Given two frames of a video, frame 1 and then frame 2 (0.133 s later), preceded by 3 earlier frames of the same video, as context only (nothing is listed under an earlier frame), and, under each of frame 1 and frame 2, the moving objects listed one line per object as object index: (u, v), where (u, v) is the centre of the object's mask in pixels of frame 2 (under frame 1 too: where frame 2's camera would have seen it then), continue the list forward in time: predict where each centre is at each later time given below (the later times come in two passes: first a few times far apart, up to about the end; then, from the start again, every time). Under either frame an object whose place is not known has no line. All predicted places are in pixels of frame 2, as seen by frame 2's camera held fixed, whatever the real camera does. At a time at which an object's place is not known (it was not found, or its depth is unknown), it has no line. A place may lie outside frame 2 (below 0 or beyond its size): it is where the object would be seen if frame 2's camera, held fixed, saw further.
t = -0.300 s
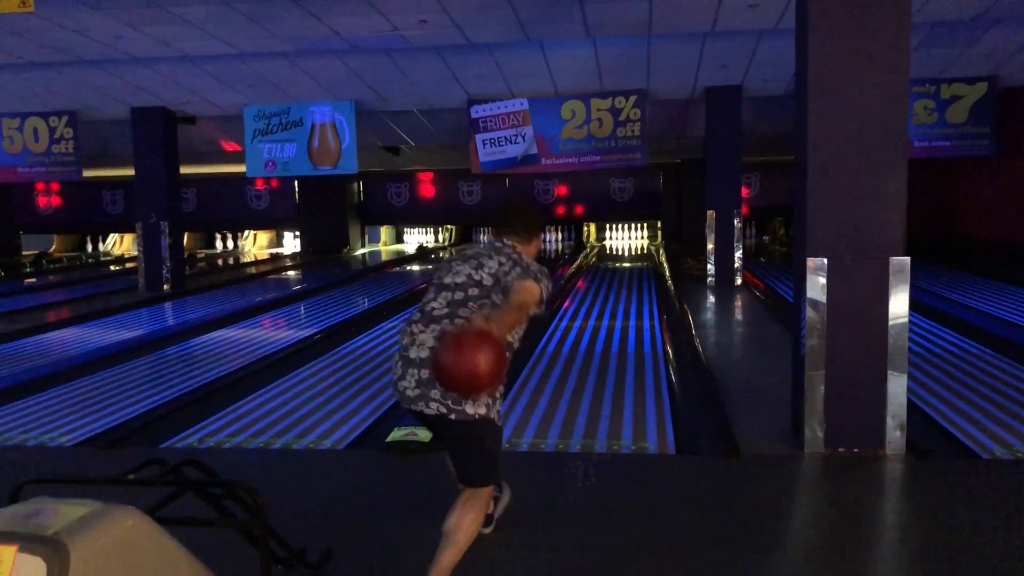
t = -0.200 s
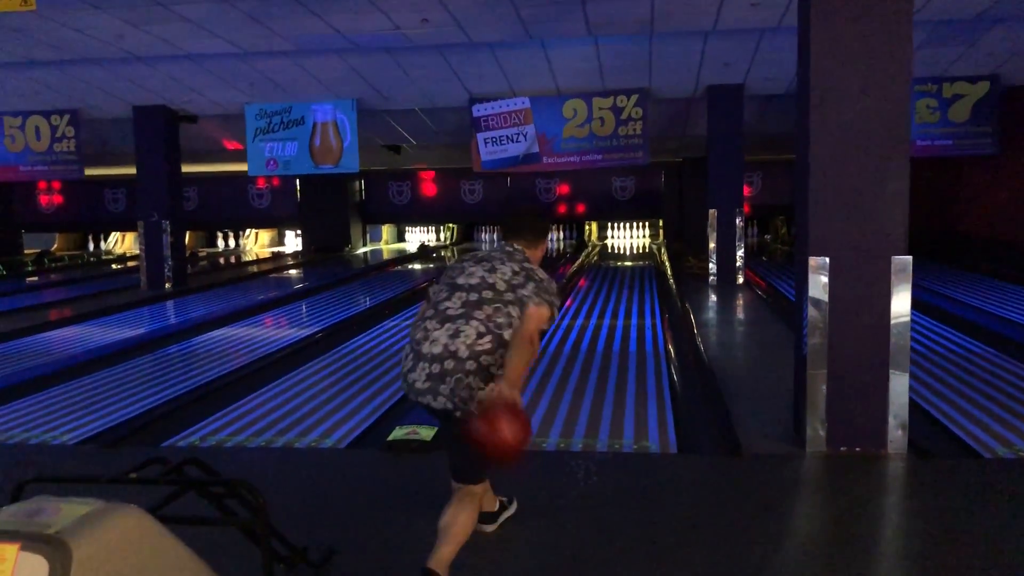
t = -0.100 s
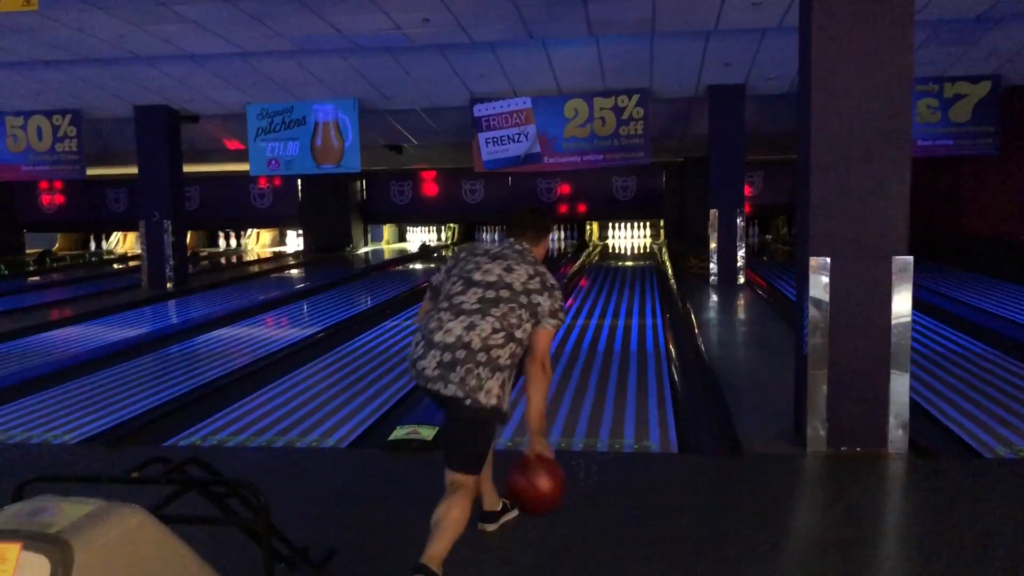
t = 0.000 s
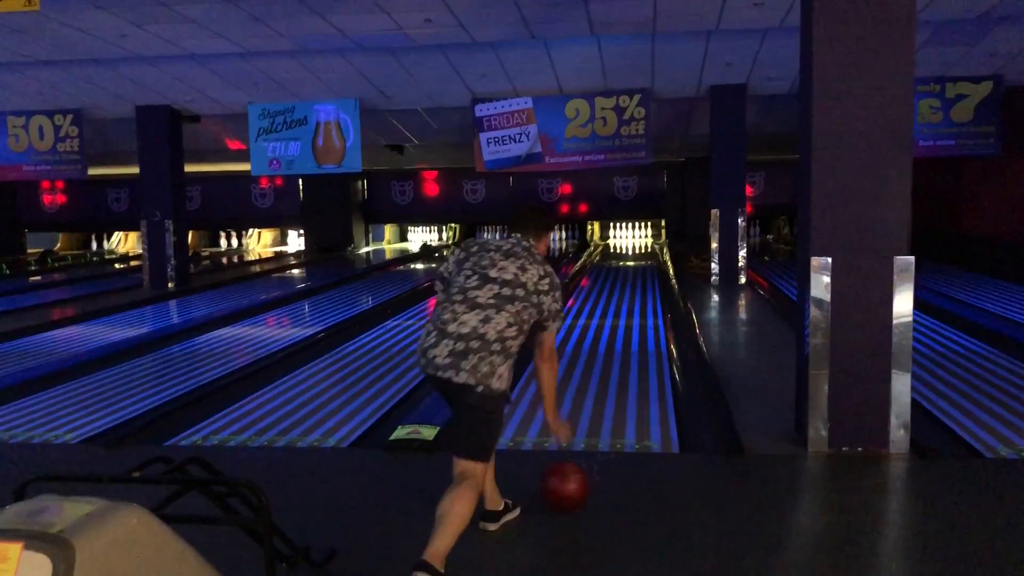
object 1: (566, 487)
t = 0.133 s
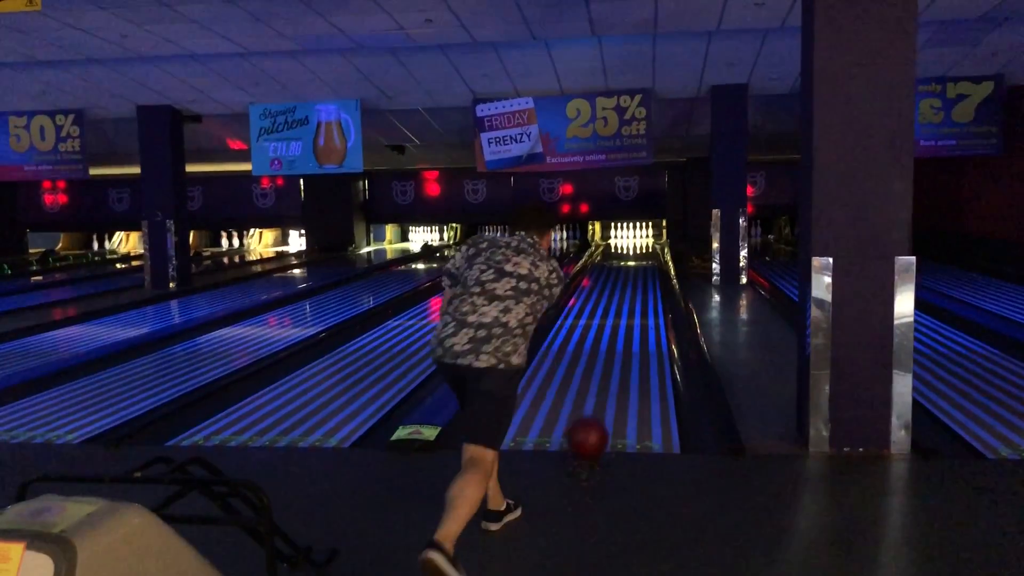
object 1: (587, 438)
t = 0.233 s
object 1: (598, 411)
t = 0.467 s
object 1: (614, 363)
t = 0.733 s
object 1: (624, 330)
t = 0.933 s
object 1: (629, 312)
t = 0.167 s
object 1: (591, 427)
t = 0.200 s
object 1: (595, 418)
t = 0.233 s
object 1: (598, 411)
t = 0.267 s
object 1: (601, 402)
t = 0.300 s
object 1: (604, 394)
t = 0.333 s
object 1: (606, 387)
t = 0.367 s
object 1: (608, 381)
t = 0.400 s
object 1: (610, 375)
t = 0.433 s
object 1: (612, 369)
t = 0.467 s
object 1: (614, 363)
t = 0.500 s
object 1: (616, 358)
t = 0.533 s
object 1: (617, 353)
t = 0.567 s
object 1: (618, 349)
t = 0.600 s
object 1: (619, 345)
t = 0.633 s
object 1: (620, 341)
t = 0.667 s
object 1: (621, 337)
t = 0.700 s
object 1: (623, 333)
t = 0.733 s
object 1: (624, 330)
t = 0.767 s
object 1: (625, 326)
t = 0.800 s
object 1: (625, 323)
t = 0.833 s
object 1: (626, 320)
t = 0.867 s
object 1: (626, 317)
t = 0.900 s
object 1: (627, 314)
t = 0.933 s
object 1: (629, 312)
